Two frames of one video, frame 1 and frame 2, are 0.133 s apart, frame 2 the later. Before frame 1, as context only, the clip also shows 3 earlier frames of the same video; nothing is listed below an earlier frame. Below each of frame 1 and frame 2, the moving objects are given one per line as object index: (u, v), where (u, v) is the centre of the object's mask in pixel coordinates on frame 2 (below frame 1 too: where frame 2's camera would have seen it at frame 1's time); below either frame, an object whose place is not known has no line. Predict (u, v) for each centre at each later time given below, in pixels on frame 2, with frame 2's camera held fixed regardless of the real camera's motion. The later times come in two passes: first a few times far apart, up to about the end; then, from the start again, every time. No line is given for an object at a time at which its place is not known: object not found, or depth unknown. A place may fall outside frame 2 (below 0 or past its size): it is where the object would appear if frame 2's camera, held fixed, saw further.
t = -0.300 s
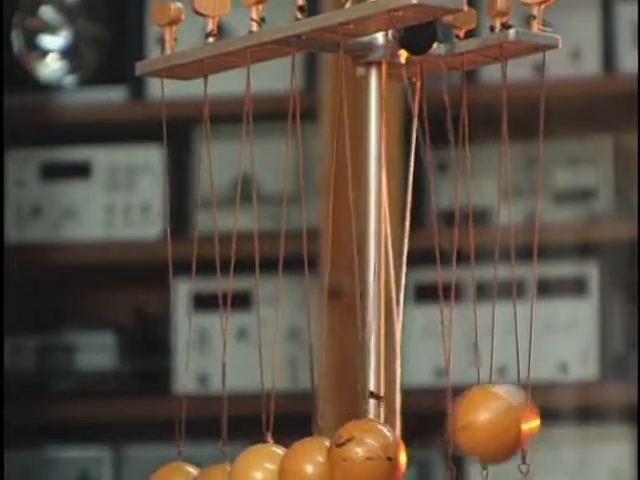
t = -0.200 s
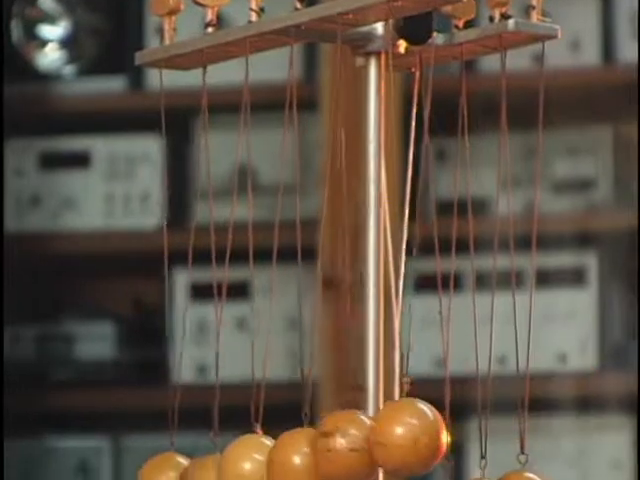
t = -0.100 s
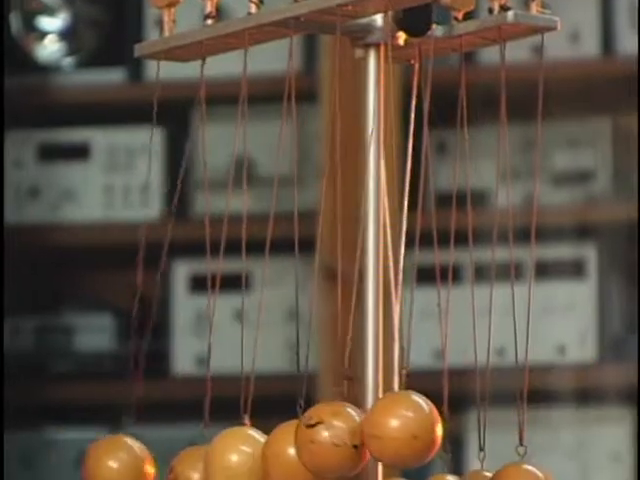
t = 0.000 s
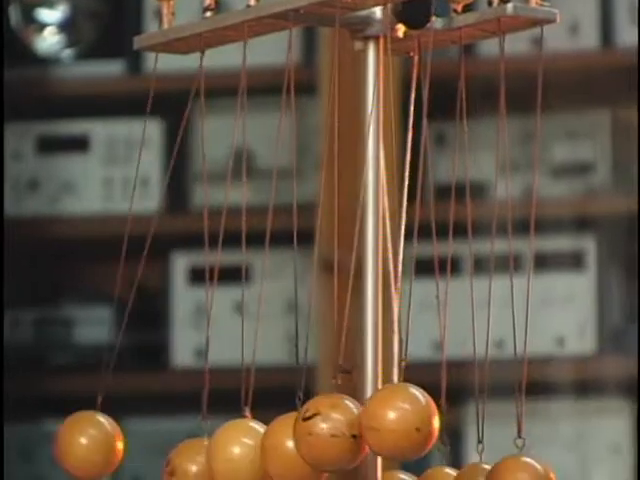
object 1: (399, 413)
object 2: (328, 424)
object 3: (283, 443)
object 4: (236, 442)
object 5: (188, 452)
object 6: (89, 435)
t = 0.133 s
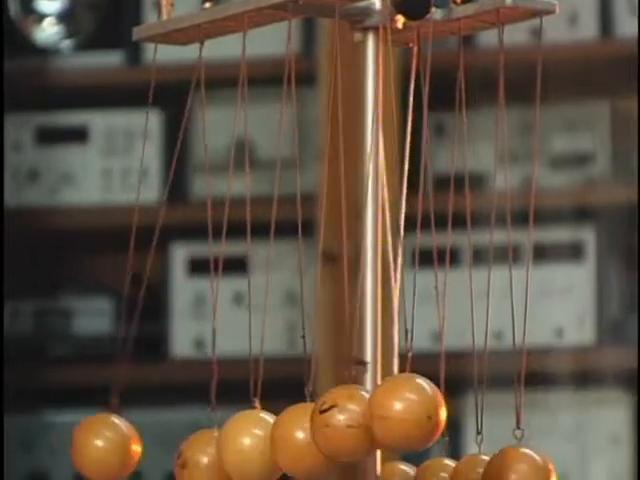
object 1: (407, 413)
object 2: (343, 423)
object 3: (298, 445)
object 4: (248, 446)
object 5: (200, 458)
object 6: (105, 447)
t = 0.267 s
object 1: (427, 410)
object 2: (362, 423)
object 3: (311, 442)
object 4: (260, 447)
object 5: (216, 462)
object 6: (170, 458)
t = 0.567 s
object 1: (502, 381)
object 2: (366, 424)
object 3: (313, 443)
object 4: (259, 447)
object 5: (220, 471)
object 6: (177, 462)
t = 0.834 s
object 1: (400, 414)
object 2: (325, 424)
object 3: (286, 450)
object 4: (227, 446)
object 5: (184, 472)
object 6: (133, 461)
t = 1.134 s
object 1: (415, 413)
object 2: (353, 424)
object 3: (306, 444)
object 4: (254, 448)
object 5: (207, 469)
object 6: (144, 463)
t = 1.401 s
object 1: (481, 393)
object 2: (380, 421)
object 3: (328, 441)
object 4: (275, 444)
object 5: (230, 468)
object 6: (184, 462)
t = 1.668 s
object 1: (412, 413)
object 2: (341, 424)
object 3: (294, 445)
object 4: (241, 448)
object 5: (195, 470)
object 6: (153, 465)
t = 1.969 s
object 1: (400, 412)
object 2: (334, 423)
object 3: (289, 444)
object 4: (238, 447)
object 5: (192, 468)
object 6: (130, 458)
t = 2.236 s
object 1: (444, 406)
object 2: (379, 420)
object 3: (329, 439)
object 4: (276, 443)
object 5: (232, 466)
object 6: (186, 460)
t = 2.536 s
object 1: (433, 408)
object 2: (356, 423)
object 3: (302, 442)
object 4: (250, 447)
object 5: (205, 468)
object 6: (162, 463)
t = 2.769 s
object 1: (384, 411)
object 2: (321, 423)
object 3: (277, 444)
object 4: (225, 445)
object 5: (182, 469)
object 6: (135, 461)
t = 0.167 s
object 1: (412, 413)
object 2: (348, 425)
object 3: (301, 445)
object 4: (251, 448)
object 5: (204, 459)
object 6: (120, 453)
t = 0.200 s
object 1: (416, 411)
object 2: (353, 423)
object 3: (305, 443)
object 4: (255, 447)
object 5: (208, 460)
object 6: (138, 456)
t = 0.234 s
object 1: (422, 411)
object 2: (358, 424)
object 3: (308, 443)
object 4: (258, 448)
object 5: (212, 461)
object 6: (155, 459)
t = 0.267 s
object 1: (427, 410)
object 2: (362, 423)
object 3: (311, 442)
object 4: (260, 447)
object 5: (216, 462)
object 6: (170, 458)
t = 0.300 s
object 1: (435, 409)
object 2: (369, 423)
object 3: (319, 442)
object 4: (263, 446)
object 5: (220, 466)
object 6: (178, 459)
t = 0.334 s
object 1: (458, 403)
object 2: (377, 421)
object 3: (322, 442)
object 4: (264, 446)
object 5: (223, 468)
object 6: (181, 459)
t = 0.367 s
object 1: (480, 395)
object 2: (378, 420)
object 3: (323, 442)
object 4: (264, 445)
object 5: (226, 470)
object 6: (184, 459)
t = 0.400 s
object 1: (497, 387)
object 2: (378, 420)
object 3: (324, 442)
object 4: (264, 445)
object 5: (228, 472)
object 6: (185, 460)
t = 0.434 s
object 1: (507, 380)
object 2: (377, 421)
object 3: (323, 443)
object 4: (264, 445)
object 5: (229, 473)
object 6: (185, 461)
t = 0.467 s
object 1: (512, 376)
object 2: (375, 421)
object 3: (321, 442)
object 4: (264, 445)
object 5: (229, 473)
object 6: (184, 461)
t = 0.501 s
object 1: (514, 374)
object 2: (373, 422)
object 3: (318, 442)
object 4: (263, 445)
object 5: (227, 472)
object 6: (182, 461)
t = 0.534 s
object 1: (511, 376)
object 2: (370, 423)
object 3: (316, 443)
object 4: (262, 446)
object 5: (225, 472)
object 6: (181, 462)
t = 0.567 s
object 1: (502, 381)
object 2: (366, 424)
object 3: (313, 443)
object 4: (259, 447)
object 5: (220, 471)
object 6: (177, 462)
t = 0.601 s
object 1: (490, 388)
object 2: (363, 424)
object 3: (309, 443)
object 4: (255, 447)
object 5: (215, 470)
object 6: (173, 462)
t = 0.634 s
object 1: (471, 397)
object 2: (357, 424)
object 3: (306, 444)
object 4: (252, 448)
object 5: (211, 471)
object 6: (169, 463)
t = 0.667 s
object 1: (452, 404)
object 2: (353, 424)
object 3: (302, 445)
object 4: (248, 448)
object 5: (206, 470)
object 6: (162, 464)
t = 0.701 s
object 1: (432, 410)
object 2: (351, 424)
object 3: (298, 445)
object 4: (244, 448)
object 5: (201, 470)
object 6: (158, 464)
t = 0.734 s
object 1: (409, 414)
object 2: (342, 425)
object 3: (295, 445)
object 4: (241, 448)
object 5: (197, 470)
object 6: (154, 464)
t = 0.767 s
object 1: (402, 413)
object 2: (333, 423)
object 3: (289, 447)
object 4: (233, 447)
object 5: (193, 472)
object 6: (150, 464)
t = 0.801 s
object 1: (401, 414)
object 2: (328, 424)
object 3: (288, 449)
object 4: (229, 447)
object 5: (187, 472)
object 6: (141, 463)
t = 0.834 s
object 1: (400, 414)
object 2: (325, 424)
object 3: (286, 450)
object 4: (227, 446)
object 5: (184, 472)
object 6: (133, 461)
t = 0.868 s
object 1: (399, 414)
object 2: (324, 424)
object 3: (286, 452)
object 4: (226, 446)
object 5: (183, 472)
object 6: (124, 457)
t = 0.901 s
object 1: (397, 414)
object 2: (324, 424)
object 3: (286, 452)
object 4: (227, 447)
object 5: (183, 472)
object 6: (119, 455)
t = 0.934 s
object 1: (397, 414)
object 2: (325, 424)
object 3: (287, 452)
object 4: (228, 447)
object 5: (183, 471)
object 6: (114, 452)
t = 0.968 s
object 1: (397, 414)
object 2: (327, 424)
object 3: (287, 450)
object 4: (231, 447)
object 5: (185, 470)
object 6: (111, 452)
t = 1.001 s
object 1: (399, 414)
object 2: (331, 424)
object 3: (290, 449)
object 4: (236, 447)
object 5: (188, 469)
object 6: (113, 453)
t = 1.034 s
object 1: (401, 413)
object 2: (335, 424)
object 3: (293, 447)
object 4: (241, 448)
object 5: (193, 469)
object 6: (116, 454)
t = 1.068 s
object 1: (403, 413)
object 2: (340, 424)
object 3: (297, 446)
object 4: (245, 448)
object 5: (197, 469)
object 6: (123, 457)
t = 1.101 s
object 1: (409, 413)
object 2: (346, 425)
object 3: (302, 446)
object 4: (250, 449)
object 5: (202, 469)
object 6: (133, 460)
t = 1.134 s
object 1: (415, 413)
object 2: (353, 424)
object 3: (306, 444)
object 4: (254, 448)
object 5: (207, 469)
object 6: (144, 463)
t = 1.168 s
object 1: (422, 412)
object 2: (359, 424)
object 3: (311, 443)
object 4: (258, 448)
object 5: (214, 470)
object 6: (157, 465)
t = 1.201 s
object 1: (427, 411)
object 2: (365, 423)
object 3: (315, 442)
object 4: (262, 447)
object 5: (217, 468)
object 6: (168, 464)
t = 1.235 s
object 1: (432, 411)
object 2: (369, 424)
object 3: (320, 443)
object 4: (267, 447)
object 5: (224, 468)
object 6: (178, 463)
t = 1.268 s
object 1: (444, 408)
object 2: (376, 422)
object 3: (326, 442)
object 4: (272, 445)
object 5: (227, 468)
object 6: (182, 463)
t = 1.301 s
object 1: (457, 404)
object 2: (380, 421)
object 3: (328, 442)
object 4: (274, 445)
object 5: (229, 468)
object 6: (183, 462)
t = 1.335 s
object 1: (468, 399)
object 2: (382, 420)
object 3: (329, 441)
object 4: (276, 444)
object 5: (231, 468)
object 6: (185, 462)
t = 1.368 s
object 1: (476, 395)
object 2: (381, 420)
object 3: (329, 442)
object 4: (276, 443)
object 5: (231, 468)
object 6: (184, 462)
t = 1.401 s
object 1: (481, 393)
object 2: (380, 421)
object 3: (328, 441)
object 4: (275, 444)
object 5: (230, 468)
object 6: (184, 462)
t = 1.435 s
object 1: (483, 392)
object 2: (379, 421)
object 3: (327, 442)
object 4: (273, 444)
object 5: (229, 468)
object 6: (183, 463)
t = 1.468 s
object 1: (482, 392)
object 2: (377, 421)
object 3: (323, 443)
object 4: (269, 445)
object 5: (226, 468)
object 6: (180, 463)
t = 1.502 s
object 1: (476, 395)
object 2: (374, 422)
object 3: (318, 442)
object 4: (265, 446)
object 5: (222, 469)
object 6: (177, 463)
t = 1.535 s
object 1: (468, 398)
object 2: (369, 422)
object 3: (313, 443)
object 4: (260, 447)
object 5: (217, 469)
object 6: (173, 464)
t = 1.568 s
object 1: (457, 403)
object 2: (364, 423)
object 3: (306, 443)
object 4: (255, 448)
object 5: (211, 469)
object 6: (168, 465)
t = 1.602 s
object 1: (443, 407)
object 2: (358, 424)
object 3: (302, 444)
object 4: (250, 449)
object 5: (206, 469)
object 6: (163, 465)
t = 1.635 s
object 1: (430, 411)
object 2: (351, 423)
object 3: (298, 445)
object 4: (245, 449)
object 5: (200, 469)
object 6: (158, 465)
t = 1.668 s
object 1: (412, 413)
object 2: (341, 424)
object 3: (294, 445)
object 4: (241, 448)
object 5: (195, 470)
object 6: (153, 465)
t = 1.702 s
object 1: (396, 413)
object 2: (332, 424)
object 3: (287, 445)
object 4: (236, 448)
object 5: (191, 468)
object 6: (147, 464)
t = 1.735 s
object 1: (393, 413)
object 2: (327, 424)
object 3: (283, 446)
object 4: (231, 446)
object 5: (186, 469)
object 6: (143, 463)
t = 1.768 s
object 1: (391, 413)
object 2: (323, 424)
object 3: (281, 447)
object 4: (228, 446)
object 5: (182, 468)
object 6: (136, 462)
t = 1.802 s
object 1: (390, 413)
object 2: (322, 424)
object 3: (280, 447)
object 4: (227, 446)
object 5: (180, 468)
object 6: (131, 460)
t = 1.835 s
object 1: (390, 412)
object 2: (322, 423)
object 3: (279, 446)
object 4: (228, 445)
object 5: (180, 467)
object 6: (129, 459)
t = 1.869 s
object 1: (391, 412)
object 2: (323, 423)
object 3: (279, 446)
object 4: (228, 446)
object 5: (181, 467)
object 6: (127, 458)
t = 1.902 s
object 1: (393, 412)
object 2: (326, 423)
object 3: (281, 444)
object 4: (231, 446)
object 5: (184, 466)
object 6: (127, 457)
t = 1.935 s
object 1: (395, 412)
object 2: (330, 423)
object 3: (284, 444)
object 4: (234, 447)
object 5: (187, 467)
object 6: (128, 458)
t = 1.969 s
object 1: (400, 412)
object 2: (334, 423)
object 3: (289, 444)
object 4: (238, 447)
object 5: (192, 468)
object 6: (130, 458)
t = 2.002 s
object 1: (405, 413)
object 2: (340, 423)
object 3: (293, 443)
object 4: (242, 447)
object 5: (196, 469)
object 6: (135, 459)
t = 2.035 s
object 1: (410, 413)
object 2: (347, 422)
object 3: (299, 443)
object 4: (247, 447)
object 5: (200, 469)
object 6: (142, 461)
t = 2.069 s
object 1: (416, 411)
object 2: (354, 423)
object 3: (305, 442)
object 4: (252, 447)
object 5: (207, 469)
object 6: (151, 462)
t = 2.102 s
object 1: (422, 411)
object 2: (359, 423)
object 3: (311, 442)
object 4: (258, 446)
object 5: (214, 469)
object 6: (160, 463)
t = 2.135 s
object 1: (427, 411)
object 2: (364, 423)
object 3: (316, 442)
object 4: (263, 446)
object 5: (219, 468)
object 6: (169, 464)
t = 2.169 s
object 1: (432, 409)
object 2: (369, 422)
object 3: (321, 441)
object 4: (268, 445)
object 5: (223, 467)
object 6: (178, 461)
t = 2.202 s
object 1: (436, 408)
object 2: (373, 421)
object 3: (325, 440)
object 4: (273, 444)
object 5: (229, 466)
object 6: (183, 460)
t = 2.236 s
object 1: (444, 406)
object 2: (379, 420)
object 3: (329, 439)
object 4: (276, 443)
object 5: (232, 466)
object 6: (186, 460)
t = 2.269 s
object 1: (453, 403)
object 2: (382, 418)
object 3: (331, 439)
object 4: (277, 442)
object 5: (233, 466)
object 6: (187, 459)
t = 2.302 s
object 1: (460, 401)
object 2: (384, 418)
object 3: (332, 439)
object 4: (278, 442)
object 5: (233, 466)
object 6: (187, 459)
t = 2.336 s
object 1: (463, 399)
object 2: (383, 418)
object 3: (331, 439)
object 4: (276, 443)
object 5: (231, 466)
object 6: (186, 459)
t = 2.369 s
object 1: (464, 399)
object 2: (381, 418)
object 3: (328, 439)
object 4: (274, 443)
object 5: (229, 466)
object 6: (184, 460)
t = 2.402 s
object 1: (463, 400)
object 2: (378, 419)
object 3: (324, 439)
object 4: (271, 444)
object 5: (226, 465)
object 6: (181, 461)
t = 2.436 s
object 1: (459, 401)
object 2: (374, 420)
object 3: (319, 440)
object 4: (266, 445)
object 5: (221, 466)
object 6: (177, 461)
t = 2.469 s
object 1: (452, 403)
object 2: (369, 421)
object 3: (314, 441)
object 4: (262, 446)
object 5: (216, 466)
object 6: (172, 462)
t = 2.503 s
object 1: (444, 405)
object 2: (363, 423)
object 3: (308, 441)
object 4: (256, 447)
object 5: (211, 467)
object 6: (167, 462)
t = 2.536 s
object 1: (433, 408)
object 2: (356, 423)
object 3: (302, 442)
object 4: (250, 447)
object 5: (205, 468)
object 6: (162, 463)
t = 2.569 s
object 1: (420, 410)
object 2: (346, 423)
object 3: (296, 442)
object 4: (245, 447)
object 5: (200, 468)
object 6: (156, 463)
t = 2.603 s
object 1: (410, 412)
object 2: (339, 422)
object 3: (289, 443)
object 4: (238, 447)
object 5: (195, 469)
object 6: (152, 463)
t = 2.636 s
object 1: (397, 411)
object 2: (332, 423)
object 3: (287, 444)
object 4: (233, 446)
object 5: (190, 469)
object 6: (147, 463)
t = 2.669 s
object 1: (389, 412)
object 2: (326, 423)
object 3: (282, 444)
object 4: (230, 446)
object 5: (187, 469)
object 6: (144, 463)
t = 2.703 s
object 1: (386, 411)
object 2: (323, 423)
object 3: (279, 444)
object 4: (227, 446)
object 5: (185, 469)
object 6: (142, 463)
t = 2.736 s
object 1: (384, 412)
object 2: (321, 423)
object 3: (277, 444)
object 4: (225, 446)
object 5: (183, 469)
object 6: (137, 462)
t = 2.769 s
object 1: (384, 411)
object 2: (321, 423)
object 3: (277, 444)
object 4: (225, 445)
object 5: (182, 469)
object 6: (135, 461)
